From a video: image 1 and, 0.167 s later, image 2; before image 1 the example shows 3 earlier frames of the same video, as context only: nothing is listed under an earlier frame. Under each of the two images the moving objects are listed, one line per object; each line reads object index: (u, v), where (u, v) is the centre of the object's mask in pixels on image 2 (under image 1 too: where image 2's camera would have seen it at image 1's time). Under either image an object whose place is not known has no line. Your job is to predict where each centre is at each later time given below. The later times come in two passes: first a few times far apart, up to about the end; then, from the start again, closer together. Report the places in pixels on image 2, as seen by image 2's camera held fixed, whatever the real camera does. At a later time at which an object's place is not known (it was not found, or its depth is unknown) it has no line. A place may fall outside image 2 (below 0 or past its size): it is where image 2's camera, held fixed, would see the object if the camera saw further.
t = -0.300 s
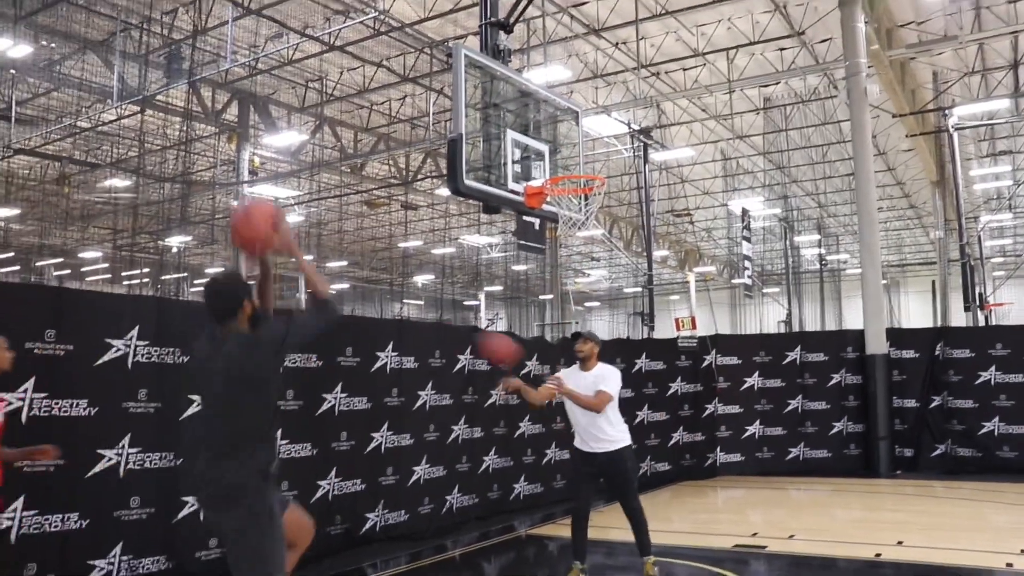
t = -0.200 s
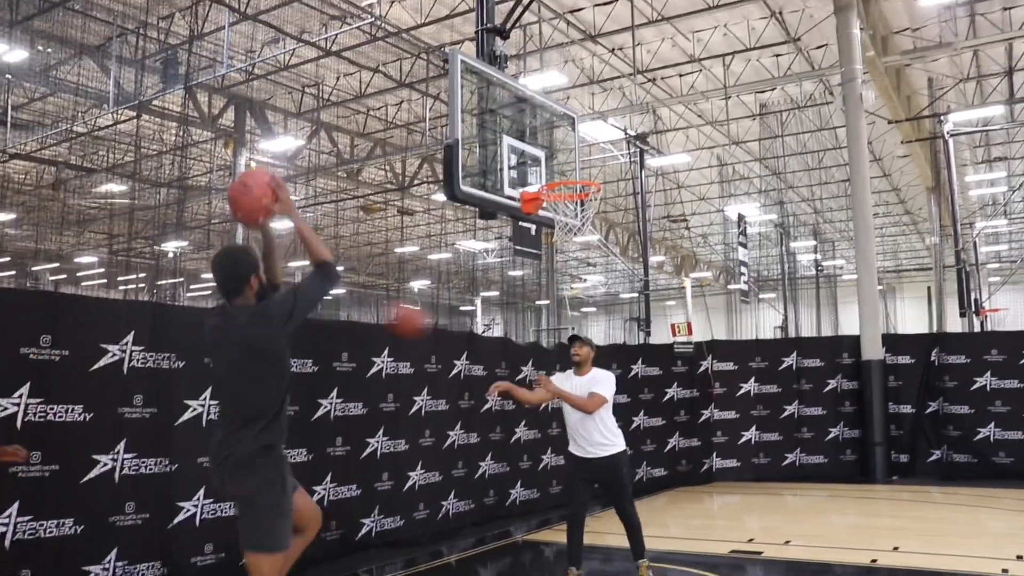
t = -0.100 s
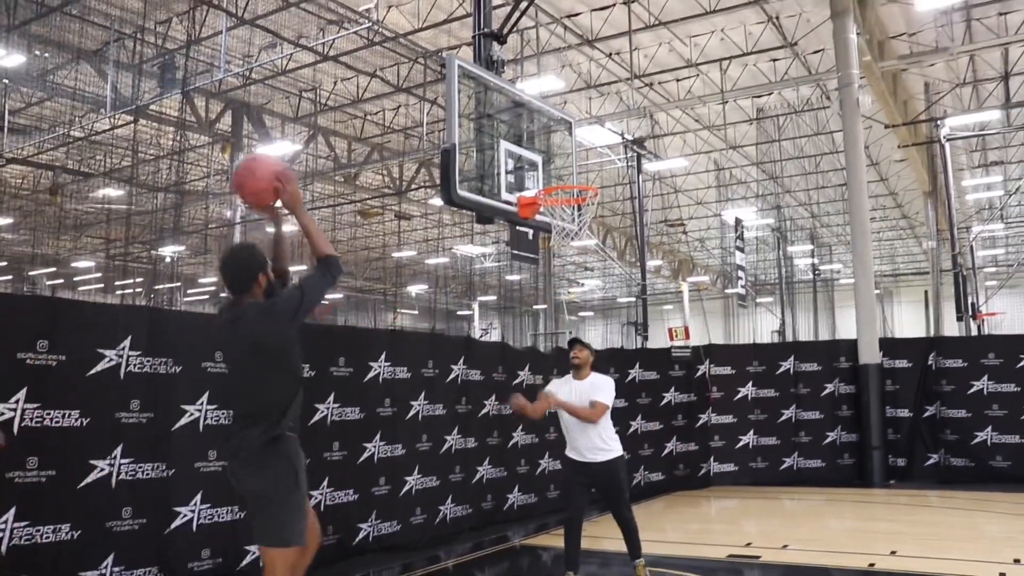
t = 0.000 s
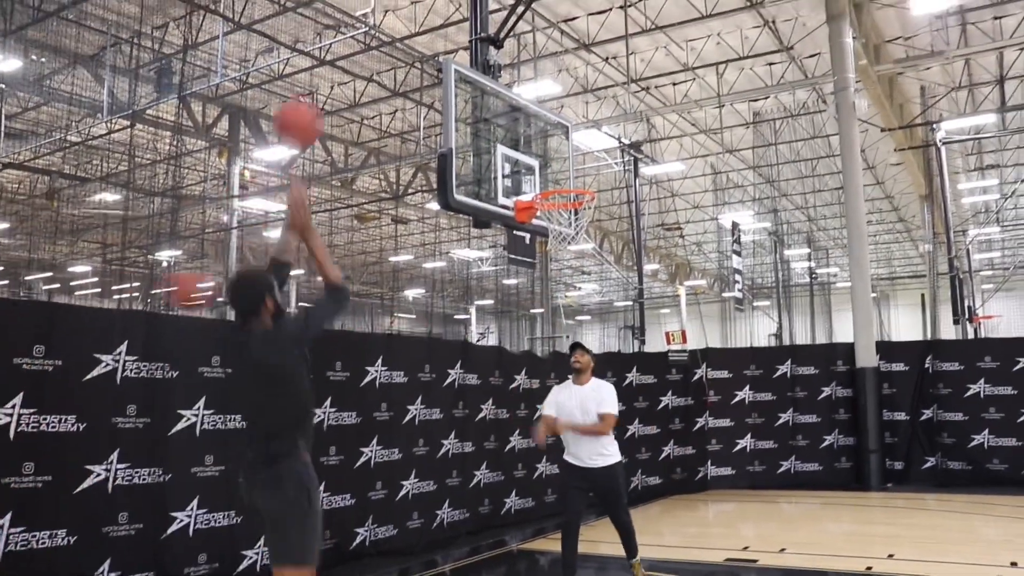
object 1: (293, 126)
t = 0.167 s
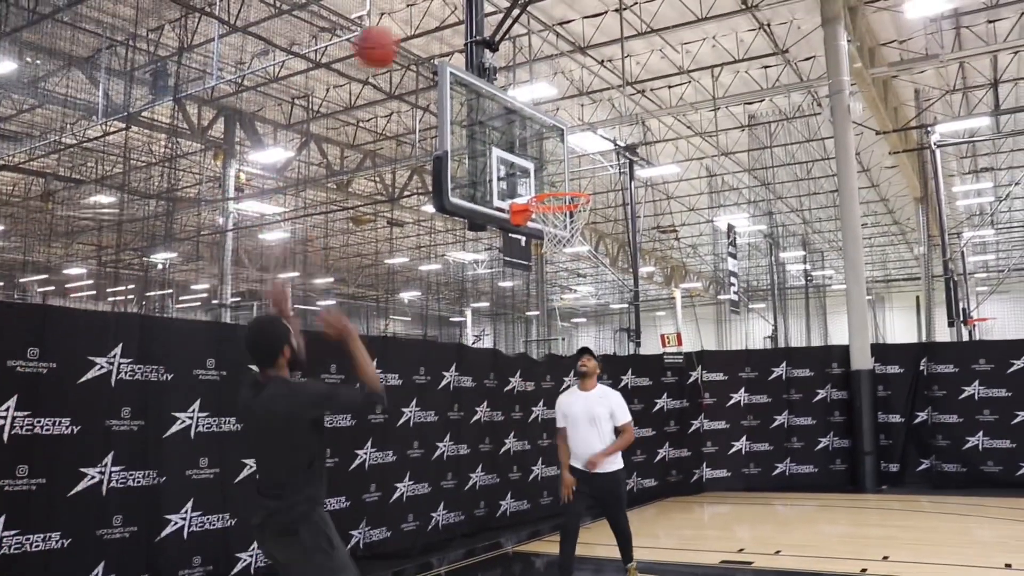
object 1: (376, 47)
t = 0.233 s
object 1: (403, 33)
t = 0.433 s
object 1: (475, 36)
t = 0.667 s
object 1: (541, 108)
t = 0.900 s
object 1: (588, 166)
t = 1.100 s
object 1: (610, 158)
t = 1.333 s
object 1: (639, 209)
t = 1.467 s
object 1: (656, 269)
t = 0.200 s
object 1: (390, 39)
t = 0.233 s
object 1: (403, 33)
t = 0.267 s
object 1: (418, 29)
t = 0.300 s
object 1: (429, 28)
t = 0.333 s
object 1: (440, 27)
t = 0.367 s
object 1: (452, 29)
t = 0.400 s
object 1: (465, 33)
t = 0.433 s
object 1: (475, 36)
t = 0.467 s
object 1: (485, 43)
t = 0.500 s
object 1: (495, 51)
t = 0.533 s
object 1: (505, 58)
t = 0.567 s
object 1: (514, 68)
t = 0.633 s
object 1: (532, 91)
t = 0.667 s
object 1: (541, 108)
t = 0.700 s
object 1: (549, 120)
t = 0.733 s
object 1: (557, 133)
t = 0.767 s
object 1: (565, 152)
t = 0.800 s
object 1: (575, 168)
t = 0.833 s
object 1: (580, 179)
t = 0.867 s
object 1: (584, 172)
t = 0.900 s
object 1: (588, 166)
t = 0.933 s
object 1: (592, 162)
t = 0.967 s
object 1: (595, 159)
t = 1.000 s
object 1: (599, 157)
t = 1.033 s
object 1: (603, 156)
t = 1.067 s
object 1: (608, 156)
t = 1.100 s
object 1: (610, 158)
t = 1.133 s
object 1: (614, 161)
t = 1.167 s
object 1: (618, 165)
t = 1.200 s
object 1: (621, 172)
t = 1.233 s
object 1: (626, 179)
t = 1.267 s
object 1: (629, 188)
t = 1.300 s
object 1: (635, 198)
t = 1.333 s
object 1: (639, 209)
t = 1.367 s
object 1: (643, 222)
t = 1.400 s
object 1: (647, 237)
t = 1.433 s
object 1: (651, 253)
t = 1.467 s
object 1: (656, 269)
